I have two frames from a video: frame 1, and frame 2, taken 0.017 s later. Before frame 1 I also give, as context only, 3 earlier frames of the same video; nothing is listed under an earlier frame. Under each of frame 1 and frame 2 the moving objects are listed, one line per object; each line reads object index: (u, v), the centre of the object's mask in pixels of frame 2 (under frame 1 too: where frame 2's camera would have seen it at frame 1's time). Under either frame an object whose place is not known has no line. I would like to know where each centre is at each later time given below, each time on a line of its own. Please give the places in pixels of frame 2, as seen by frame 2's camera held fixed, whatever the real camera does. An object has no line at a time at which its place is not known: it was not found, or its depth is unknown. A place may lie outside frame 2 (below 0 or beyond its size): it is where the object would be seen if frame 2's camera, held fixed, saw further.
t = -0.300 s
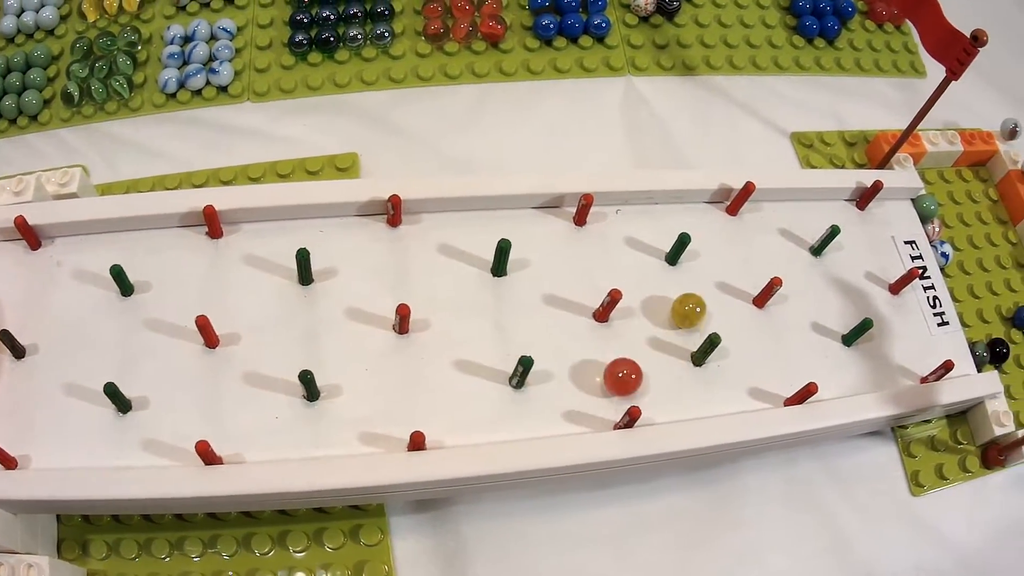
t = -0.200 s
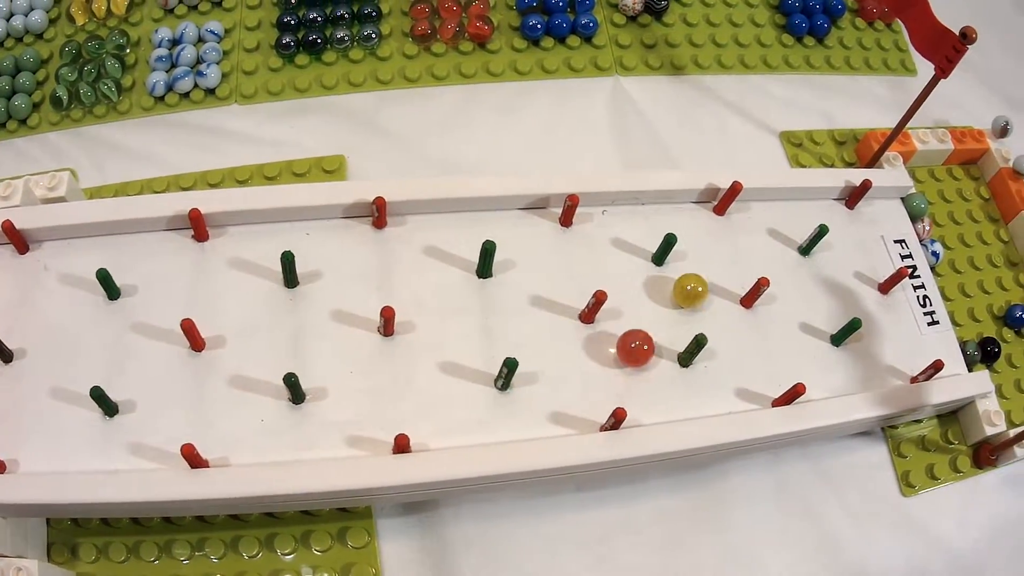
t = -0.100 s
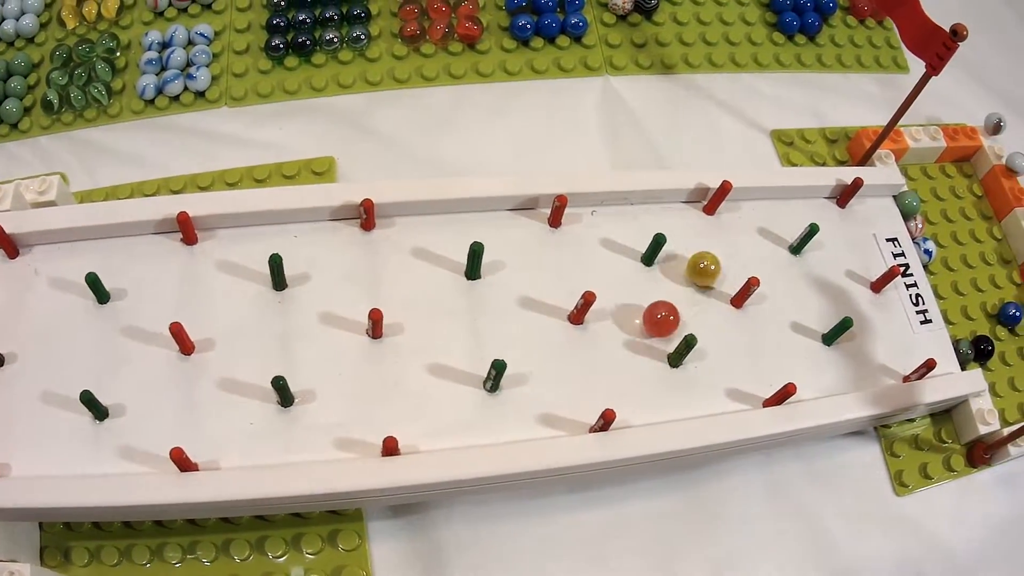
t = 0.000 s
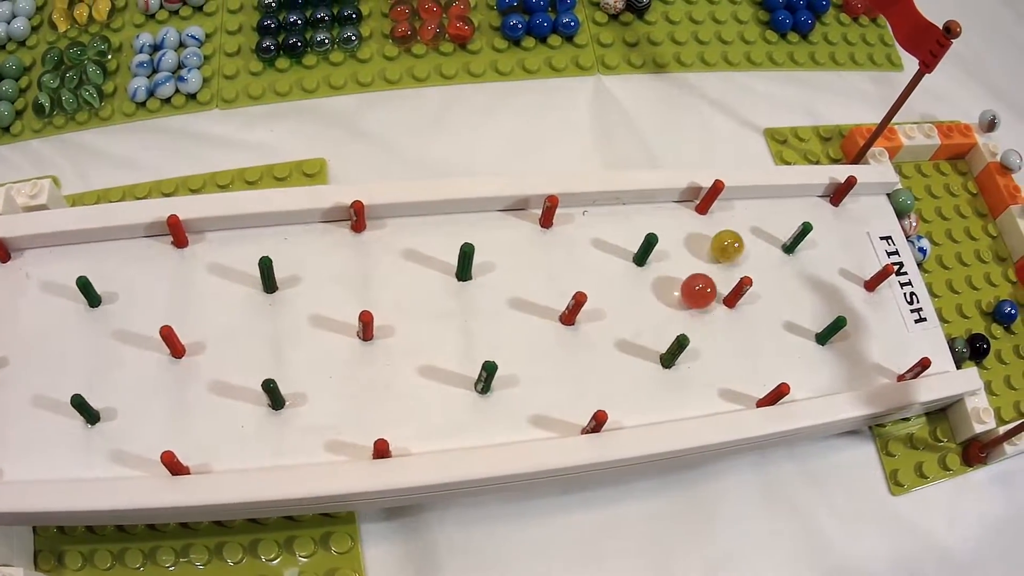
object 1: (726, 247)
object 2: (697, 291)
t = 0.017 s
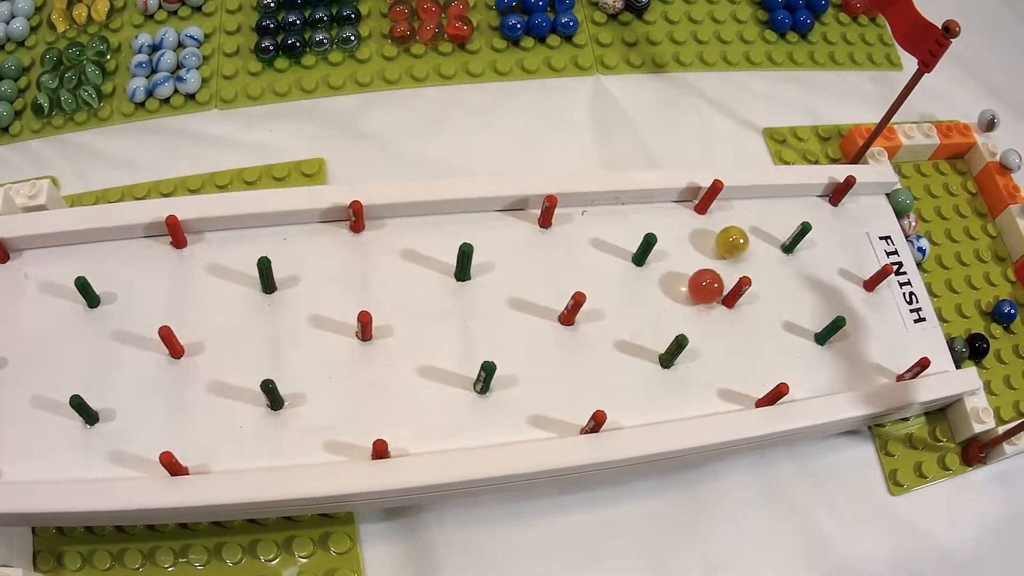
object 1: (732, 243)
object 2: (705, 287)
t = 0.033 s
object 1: (737, 239)
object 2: (713, 282)
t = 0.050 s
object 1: (744, 236)
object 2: (713, 275)
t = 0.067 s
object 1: (750, 232)
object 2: (713, 267)
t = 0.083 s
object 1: (757, 229)
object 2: (715, 259)
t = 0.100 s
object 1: (763, 225)
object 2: (717, 252)
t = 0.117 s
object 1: (770, 222)
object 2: (719, 245)
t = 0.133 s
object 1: (776, 218)
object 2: (721, 238)
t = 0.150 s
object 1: (783, 214)
